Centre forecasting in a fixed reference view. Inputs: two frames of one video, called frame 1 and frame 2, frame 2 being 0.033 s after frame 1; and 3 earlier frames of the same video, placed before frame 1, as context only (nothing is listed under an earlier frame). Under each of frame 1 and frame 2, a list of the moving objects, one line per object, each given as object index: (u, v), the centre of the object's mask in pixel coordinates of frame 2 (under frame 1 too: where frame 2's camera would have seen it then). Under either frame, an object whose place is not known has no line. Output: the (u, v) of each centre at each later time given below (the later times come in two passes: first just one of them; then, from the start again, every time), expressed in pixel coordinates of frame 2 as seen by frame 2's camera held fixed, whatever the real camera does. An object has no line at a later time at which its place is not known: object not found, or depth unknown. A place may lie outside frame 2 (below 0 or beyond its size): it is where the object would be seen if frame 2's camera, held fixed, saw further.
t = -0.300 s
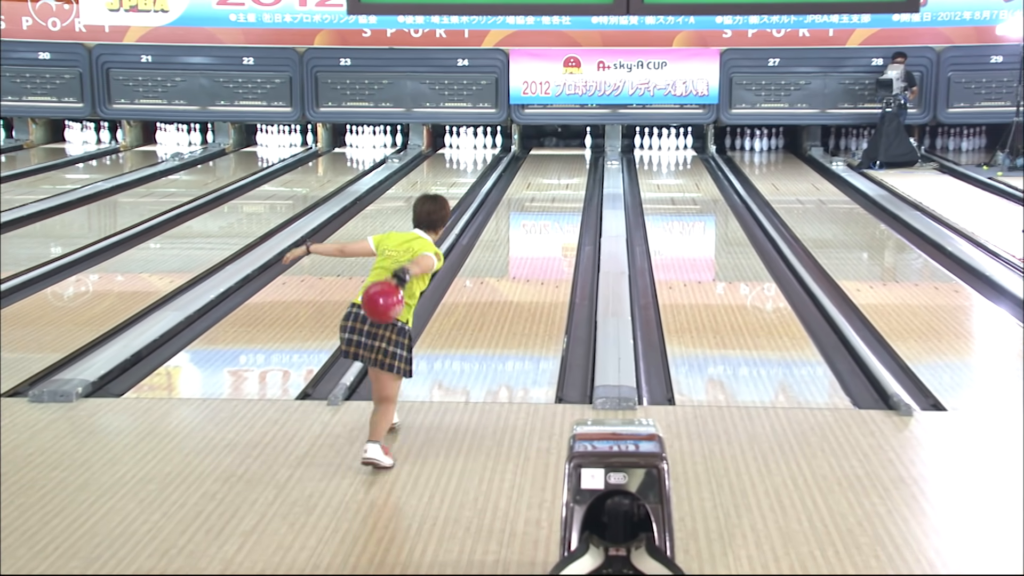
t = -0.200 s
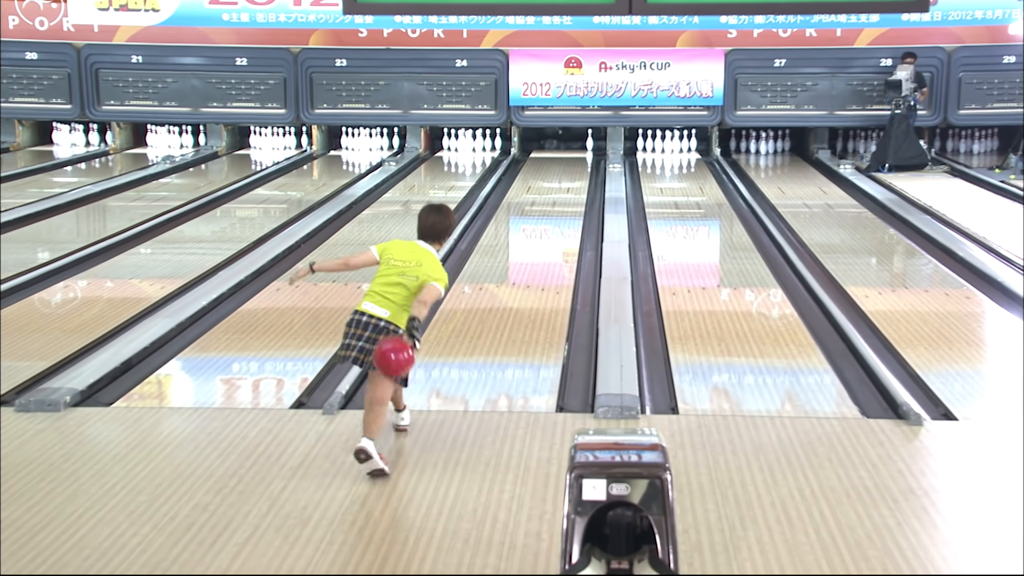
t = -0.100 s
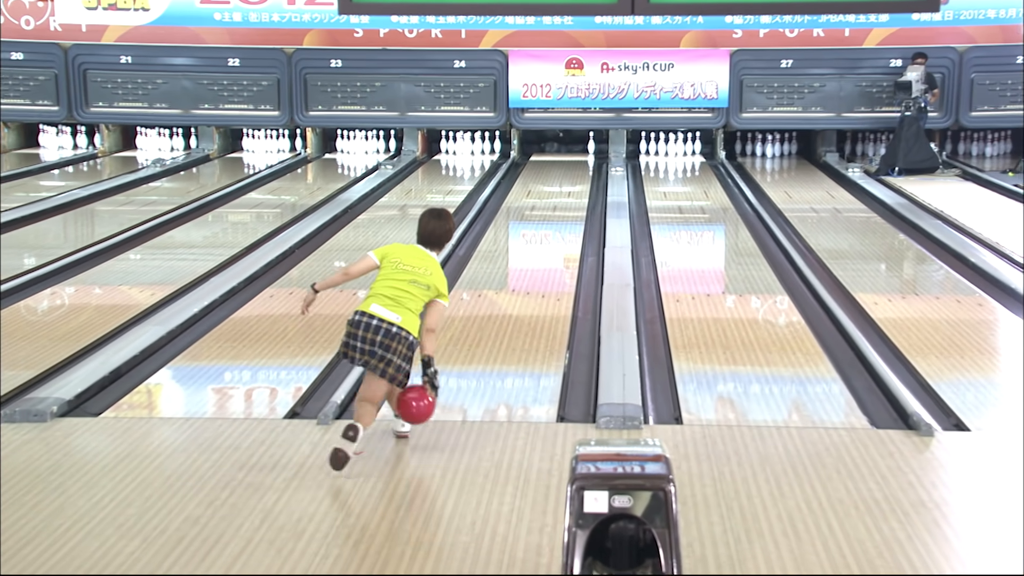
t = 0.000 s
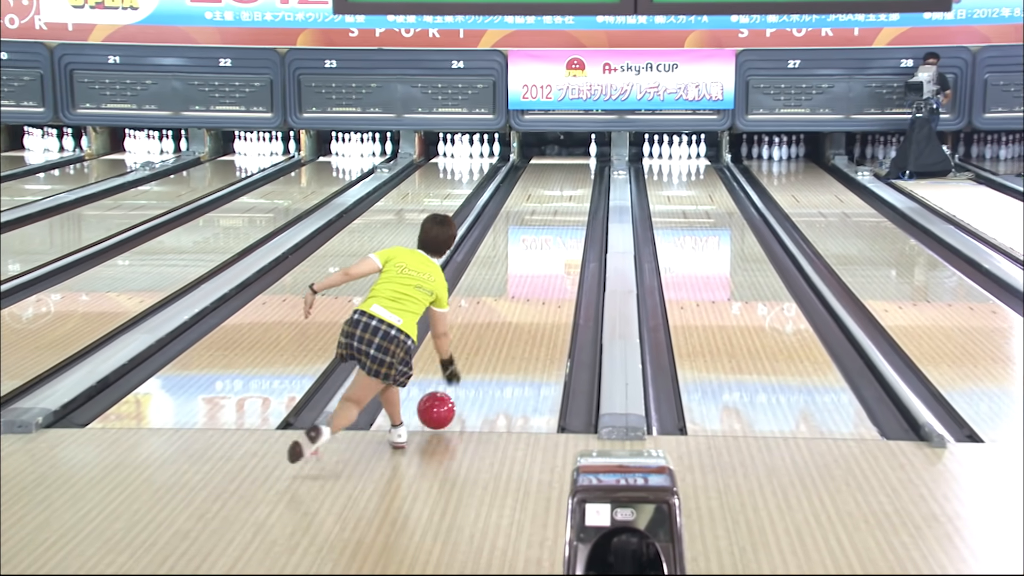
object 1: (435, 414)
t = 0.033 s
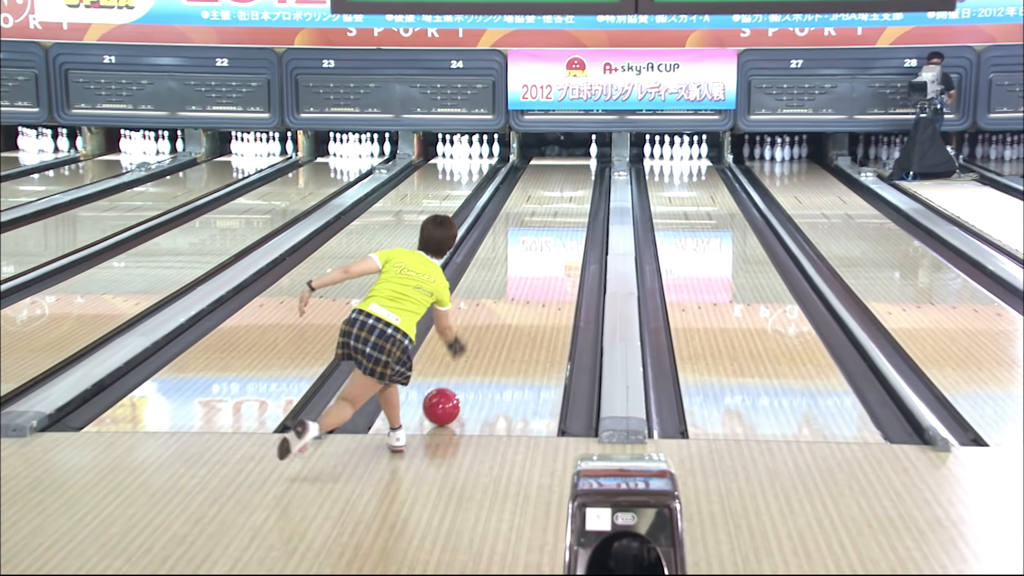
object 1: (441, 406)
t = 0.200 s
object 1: (469, 364)
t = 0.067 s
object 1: (448, 397)
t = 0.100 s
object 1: (453, 388)
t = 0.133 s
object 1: (459, 380)
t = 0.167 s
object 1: (464, 372)
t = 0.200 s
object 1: (469, 364)
